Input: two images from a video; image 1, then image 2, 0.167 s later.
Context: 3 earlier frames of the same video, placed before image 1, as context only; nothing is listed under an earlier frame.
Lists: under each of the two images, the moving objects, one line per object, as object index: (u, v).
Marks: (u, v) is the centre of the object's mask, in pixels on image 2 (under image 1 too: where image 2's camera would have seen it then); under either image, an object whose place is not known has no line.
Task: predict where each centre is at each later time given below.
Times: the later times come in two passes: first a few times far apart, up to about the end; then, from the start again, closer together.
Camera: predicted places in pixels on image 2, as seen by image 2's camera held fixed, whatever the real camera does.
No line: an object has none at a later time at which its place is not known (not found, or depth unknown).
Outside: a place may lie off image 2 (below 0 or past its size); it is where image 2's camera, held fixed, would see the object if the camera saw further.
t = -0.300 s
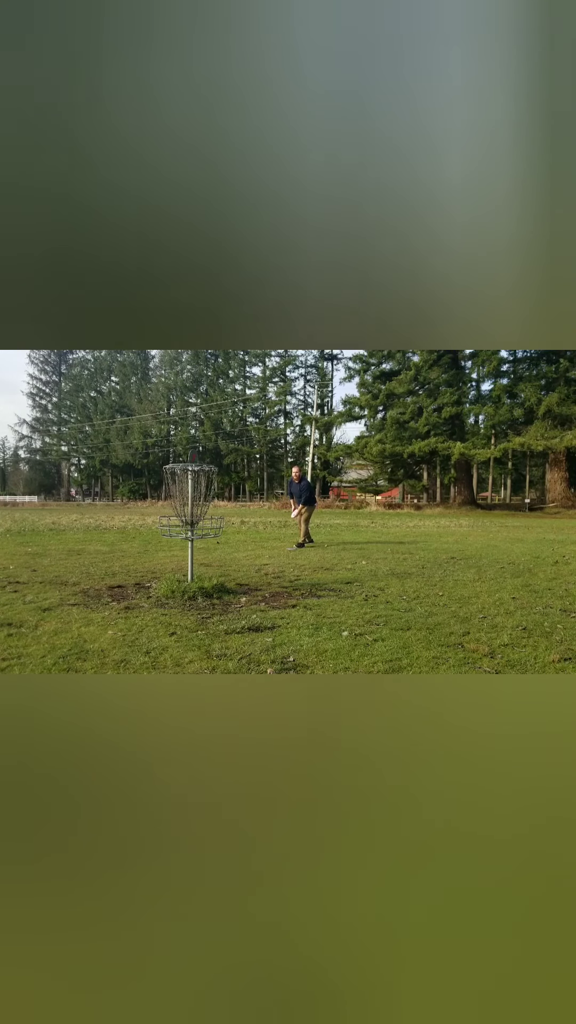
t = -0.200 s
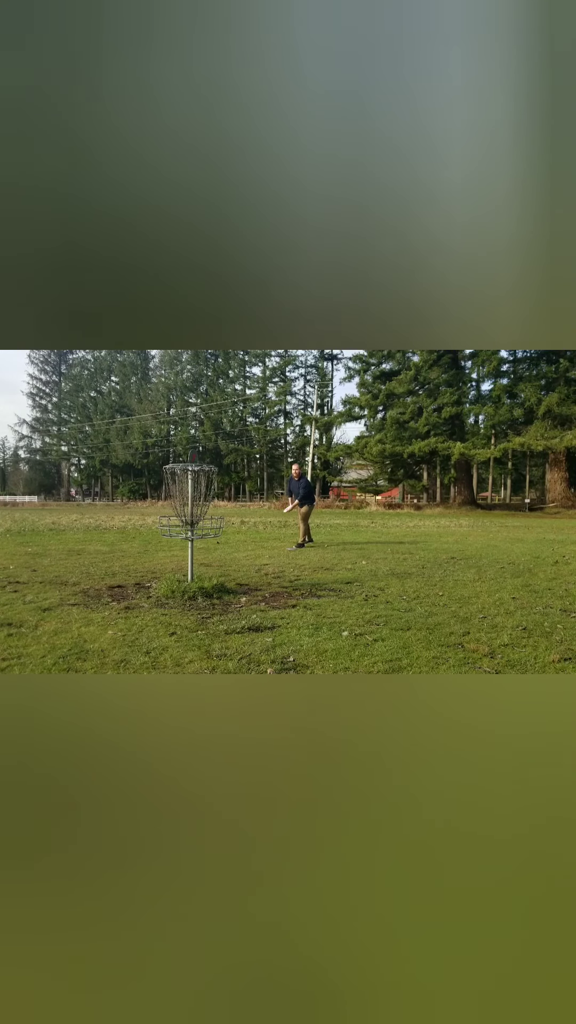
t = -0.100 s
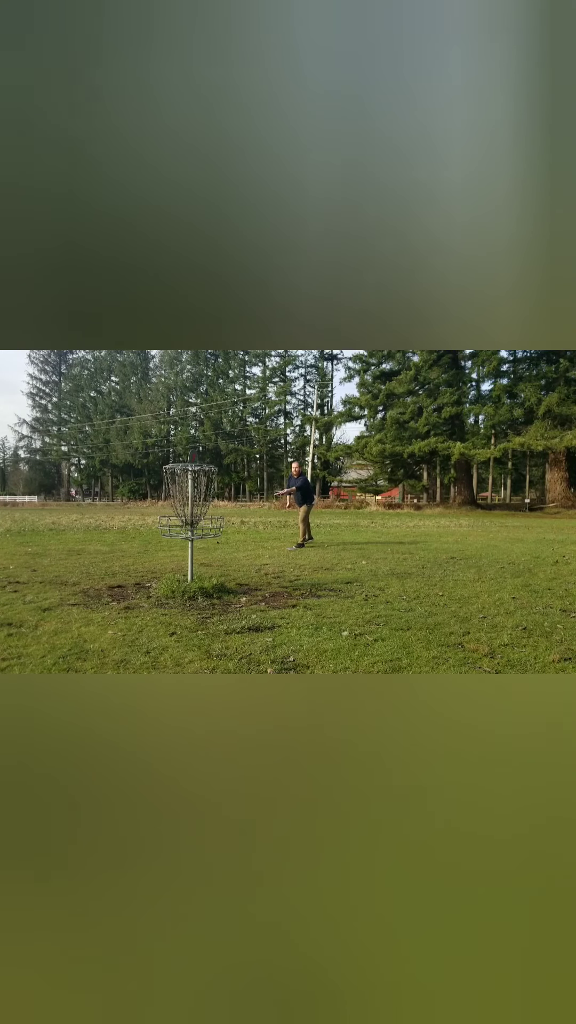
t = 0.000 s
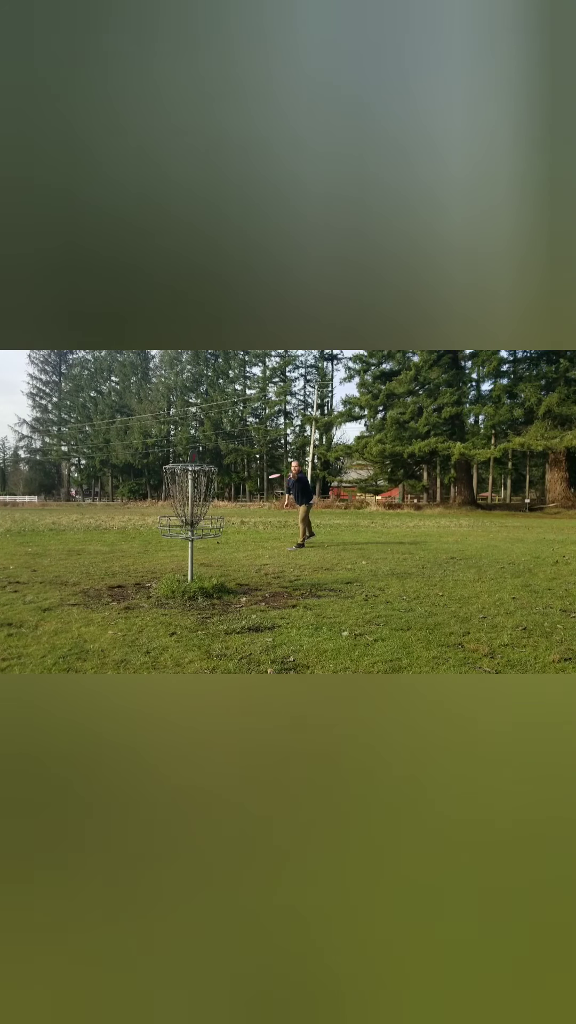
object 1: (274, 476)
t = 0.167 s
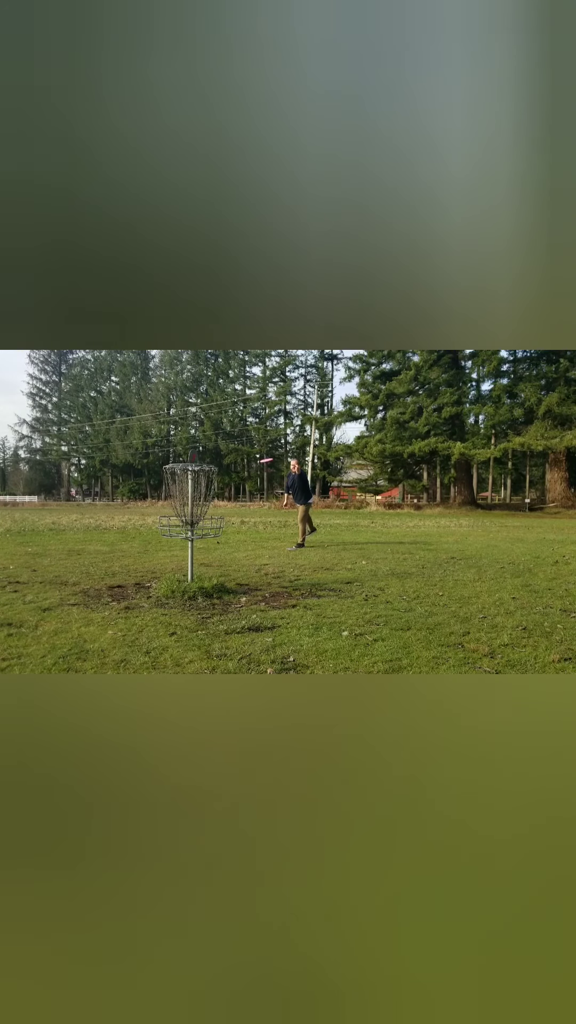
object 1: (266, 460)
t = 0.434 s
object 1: (250, 473)
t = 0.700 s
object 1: (235, 529)
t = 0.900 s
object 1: (284, 581)
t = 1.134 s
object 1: (321, 575)
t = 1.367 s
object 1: (354, 587)
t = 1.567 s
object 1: (380, 587)
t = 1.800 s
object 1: (408, 591)
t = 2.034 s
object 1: (433, 592)
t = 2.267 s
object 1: (454, 593)
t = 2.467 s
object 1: (471, 596)
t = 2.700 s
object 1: (488, 598)
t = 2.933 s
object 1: (499, 603)
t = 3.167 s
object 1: (498, 606)
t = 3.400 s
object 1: (484, 609)
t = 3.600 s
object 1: (482, 609)
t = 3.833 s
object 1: (485, 613)
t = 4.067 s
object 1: (485, 613)
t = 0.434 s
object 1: (250, 473)
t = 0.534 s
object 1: (241, 489)
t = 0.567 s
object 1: (238, 497)
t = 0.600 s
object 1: (235, 505)
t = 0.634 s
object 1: (231, 513)
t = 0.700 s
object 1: (235, 529)
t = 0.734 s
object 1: (243, 535)
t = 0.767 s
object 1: (252, 542)
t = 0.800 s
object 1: (260, 550)
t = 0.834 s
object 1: (268, 559)
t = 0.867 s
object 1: (276, 570)
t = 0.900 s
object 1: (284, 581)
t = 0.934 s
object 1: (291, 585)
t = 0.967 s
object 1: (296, 581)
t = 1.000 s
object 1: (301, 578)
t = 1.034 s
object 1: (306, 576)
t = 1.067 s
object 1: (311, 575)
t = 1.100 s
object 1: (316, 574)
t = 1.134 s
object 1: (321, 575)
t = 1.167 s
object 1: (326, 577)
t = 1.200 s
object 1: (331, 580)
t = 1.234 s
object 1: (336, 584)
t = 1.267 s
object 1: (341, 588)
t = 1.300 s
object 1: (346, 590)
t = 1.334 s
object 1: (350, 589)
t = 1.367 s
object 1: (354, 587)
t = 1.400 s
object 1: (359, 586)
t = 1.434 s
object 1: (363, 586)
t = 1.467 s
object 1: (368, 587)
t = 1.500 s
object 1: (372, 588)
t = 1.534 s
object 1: (377, 587)
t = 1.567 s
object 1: (380, 587)
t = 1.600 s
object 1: (384, 588)
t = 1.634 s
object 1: (388, 589)
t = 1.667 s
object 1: (392, 589)
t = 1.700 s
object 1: (396, 590)
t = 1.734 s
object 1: (400, 590)
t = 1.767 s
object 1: (404, 590)
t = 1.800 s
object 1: (408, 591)
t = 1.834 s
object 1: (412, 591)
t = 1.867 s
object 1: (415, 591)
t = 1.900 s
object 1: (419, 591)
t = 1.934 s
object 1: (422, 591)
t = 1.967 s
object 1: (426, 591)
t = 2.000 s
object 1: (429, 591)
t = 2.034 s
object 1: (433, 592)
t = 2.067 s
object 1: (436, 592)
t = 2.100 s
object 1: (439, 592)
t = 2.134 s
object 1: (442, 593)
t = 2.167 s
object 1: (445, 593)
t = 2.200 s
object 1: (448, 593)
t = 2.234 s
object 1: (451, 593)
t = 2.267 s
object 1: (454, 593)
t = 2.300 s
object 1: (457, 594)
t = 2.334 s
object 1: (460, 594)
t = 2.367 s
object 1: (462, 595)
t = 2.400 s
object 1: (465, 595)
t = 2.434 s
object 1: (468, 596)
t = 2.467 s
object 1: (471, 596)
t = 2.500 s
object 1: (473, 596)
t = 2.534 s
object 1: (476, 596)
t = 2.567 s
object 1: (478, 597)
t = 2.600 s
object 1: (481, 597)
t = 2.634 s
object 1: (483, 597)
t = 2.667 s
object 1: (485, 598)
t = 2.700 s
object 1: (488, 598)
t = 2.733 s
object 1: (489, 599)
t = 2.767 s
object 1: (491, 599)
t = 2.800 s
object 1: (493, 600)
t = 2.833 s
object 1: (495, 601)
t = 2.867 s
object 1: (497, 601)
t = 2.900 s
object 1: (498, 602)
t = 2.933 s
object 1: (499, 603)
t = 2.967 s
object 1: (500, 604)
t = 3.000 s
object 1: (500, 604)
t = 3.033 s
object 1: (500, 604)
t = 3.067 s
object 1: (500, 605)
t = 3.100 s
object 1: (500, 605)
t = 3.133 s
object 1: (499, 605)
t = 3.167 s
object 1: (498, 606)
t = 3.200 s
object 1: (497, 606)
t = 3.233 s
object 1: (496, 607)
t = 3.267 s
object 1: (494, 607)
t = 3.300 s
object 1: (492, 608)
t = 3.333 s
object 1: (489, 609)
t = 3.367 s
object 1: (487, 609)
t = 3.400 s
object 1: (484, 609)
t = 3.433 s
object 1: (483, 609)
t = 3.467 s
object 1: (481, 609)
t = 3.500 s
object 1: (480, 609)
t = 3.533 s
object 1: (480, 609)
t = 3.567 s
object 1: (480, 609)
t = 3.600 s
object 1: (482, 609)
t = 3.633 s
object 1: (483, 609)
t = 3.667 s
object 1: (484, 610)
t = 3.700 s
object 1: (485, 611)
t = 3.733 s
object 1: (486, 612)
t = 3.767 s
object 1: (486, 612)
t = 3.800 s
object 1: (485, 612)
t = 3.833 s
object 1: (485, 613)
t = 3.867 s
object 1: (485, 613)
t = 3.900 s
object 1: (485, 613)
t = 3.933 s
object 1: (485, 613)
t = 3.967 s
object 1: (485, 613)
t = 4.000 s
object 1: (485, 613)
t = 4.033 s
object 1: (485, 613)
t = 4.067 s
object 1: (485, 613)
